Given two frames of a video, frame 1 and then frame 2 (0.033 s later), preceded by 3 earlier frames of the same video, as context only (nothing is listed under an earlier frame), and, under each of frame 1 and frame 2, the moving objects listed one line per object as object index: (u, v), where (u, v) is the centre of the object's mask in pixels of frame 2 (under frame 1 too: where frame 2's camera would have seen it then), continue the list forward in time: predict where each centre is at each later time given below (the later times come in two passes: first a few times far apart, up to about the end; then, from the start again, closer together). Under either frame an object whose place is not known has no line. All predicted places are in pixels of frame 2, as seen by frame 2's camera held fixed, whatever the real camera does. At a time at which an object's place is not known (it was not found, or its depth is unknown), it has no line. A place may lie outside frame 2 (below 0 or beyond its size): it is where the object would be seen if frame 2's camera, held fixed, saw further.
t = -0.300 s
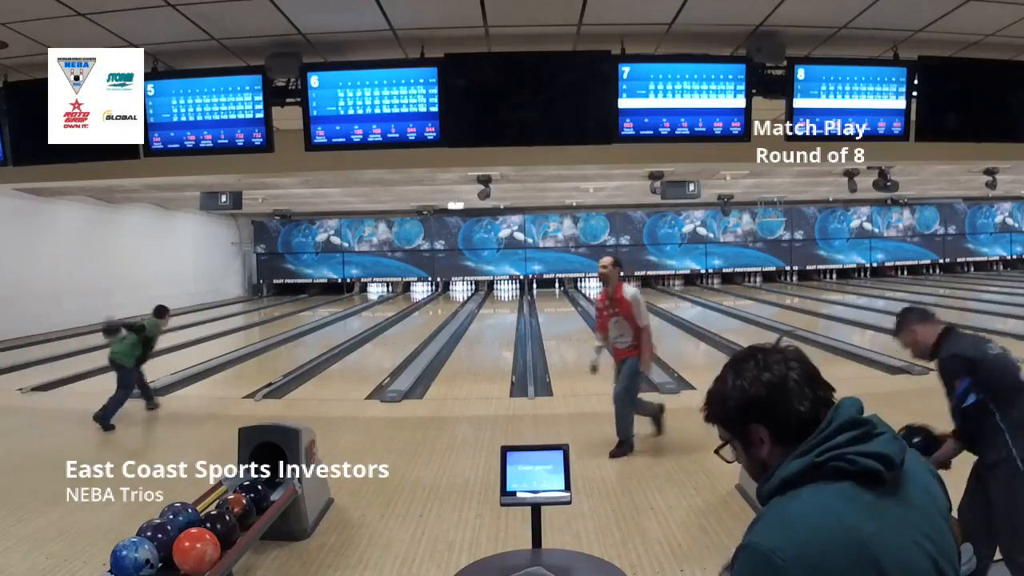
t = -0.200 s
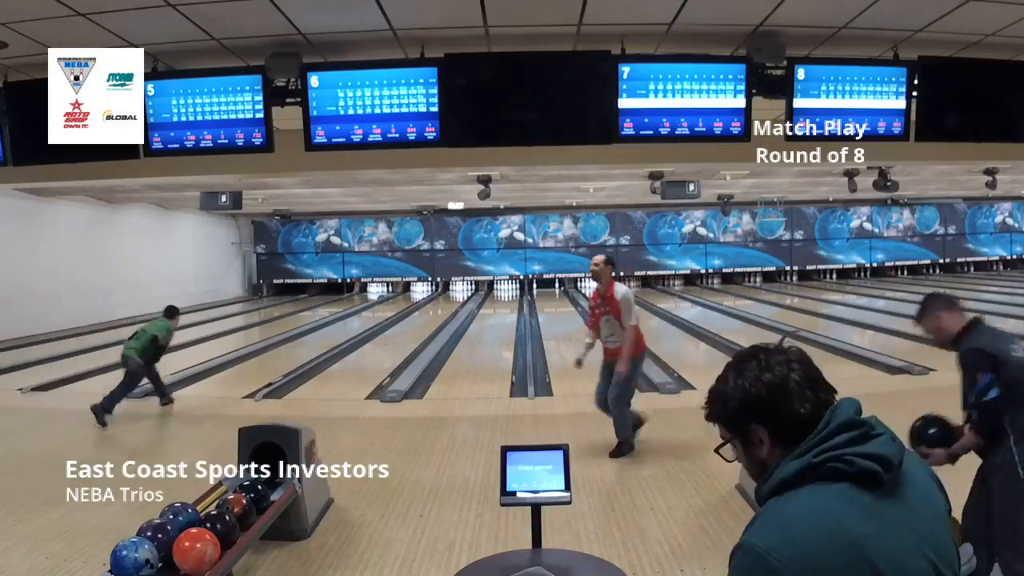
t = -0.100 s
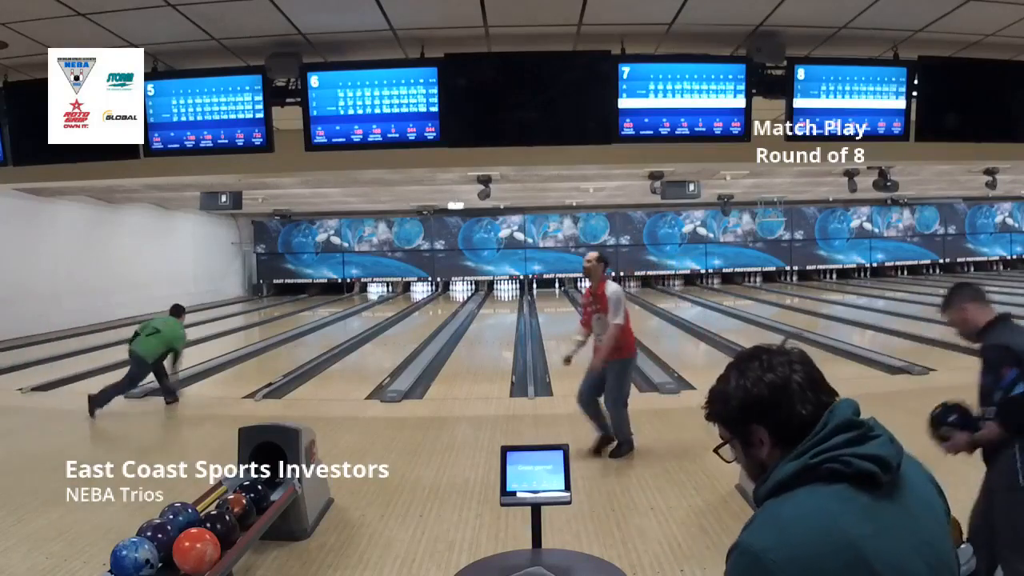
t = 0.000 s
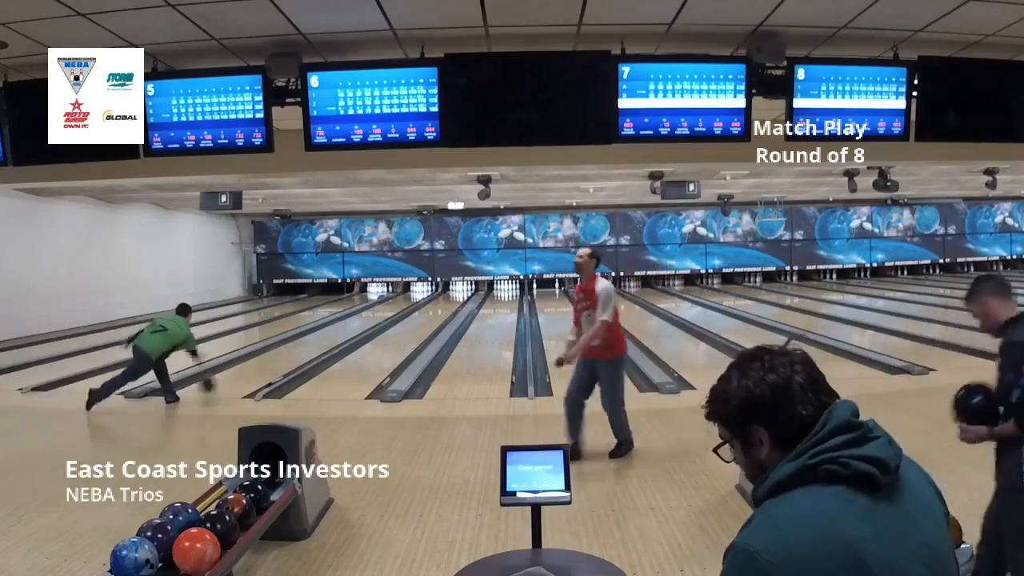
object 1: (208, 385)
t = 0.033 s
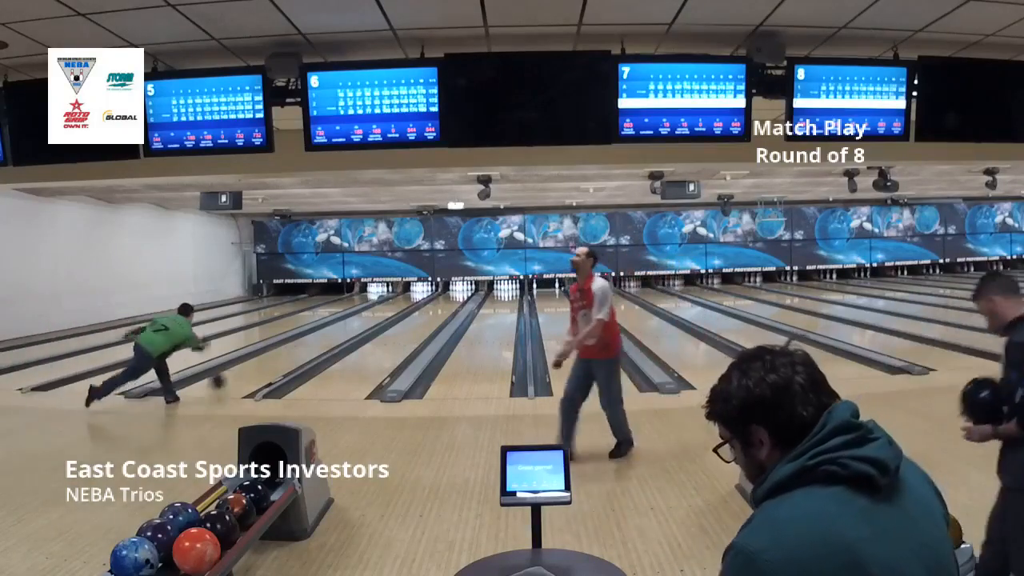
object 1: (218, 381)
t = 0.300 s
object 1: (280, 355)
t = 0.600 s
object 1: (327, 335)
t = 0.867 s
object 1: (358, 323)
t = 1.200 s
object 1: (384, 311)
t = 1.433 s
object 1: (398, 305)
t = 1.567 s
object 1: (404, 302)
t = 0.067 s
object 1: (227, 378)
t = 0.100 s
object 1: (236, 374)
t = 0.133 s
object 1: (244, 370)
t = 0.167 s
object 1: (252, 367)
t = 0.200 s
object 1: (260, 364)
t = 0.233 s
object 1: (267, 361)
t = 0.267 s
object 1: (274, 358)
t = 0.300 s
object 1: (280, 355)
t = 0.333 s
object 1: (287, 352)
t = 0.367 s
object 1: (293, 350)
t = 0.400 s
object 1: (298, 347)
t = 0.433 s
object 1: (304, 345)
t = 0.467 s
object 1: (309, 342)
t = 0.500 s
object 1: (314, 341)
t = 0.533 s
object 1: (319, 338)
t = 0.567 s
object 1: (323, 337)
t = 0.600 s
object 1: (327, 335)
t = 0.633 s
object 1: (332, 333)
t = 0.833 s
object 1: (354, 324)
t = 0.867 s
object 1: (358, 323)
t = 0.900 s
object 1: (361, 321)
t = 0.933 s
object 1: (363, 320)
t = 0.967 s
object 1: (366, 318)
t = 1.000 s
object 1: (369, 317)
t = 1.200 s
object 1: (384, 311)
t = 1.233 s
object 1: (386, 310)
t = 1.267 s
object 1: (388, 309)
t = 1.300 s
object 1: (390, 308)
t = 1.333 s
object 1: (392, 307)
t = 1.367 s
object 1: (394, 307)
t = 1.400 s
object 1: (396, 305)
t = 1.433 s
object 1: (398, 305)
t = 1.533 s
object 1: (402, 303)
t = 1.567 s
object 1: (404, 302)
